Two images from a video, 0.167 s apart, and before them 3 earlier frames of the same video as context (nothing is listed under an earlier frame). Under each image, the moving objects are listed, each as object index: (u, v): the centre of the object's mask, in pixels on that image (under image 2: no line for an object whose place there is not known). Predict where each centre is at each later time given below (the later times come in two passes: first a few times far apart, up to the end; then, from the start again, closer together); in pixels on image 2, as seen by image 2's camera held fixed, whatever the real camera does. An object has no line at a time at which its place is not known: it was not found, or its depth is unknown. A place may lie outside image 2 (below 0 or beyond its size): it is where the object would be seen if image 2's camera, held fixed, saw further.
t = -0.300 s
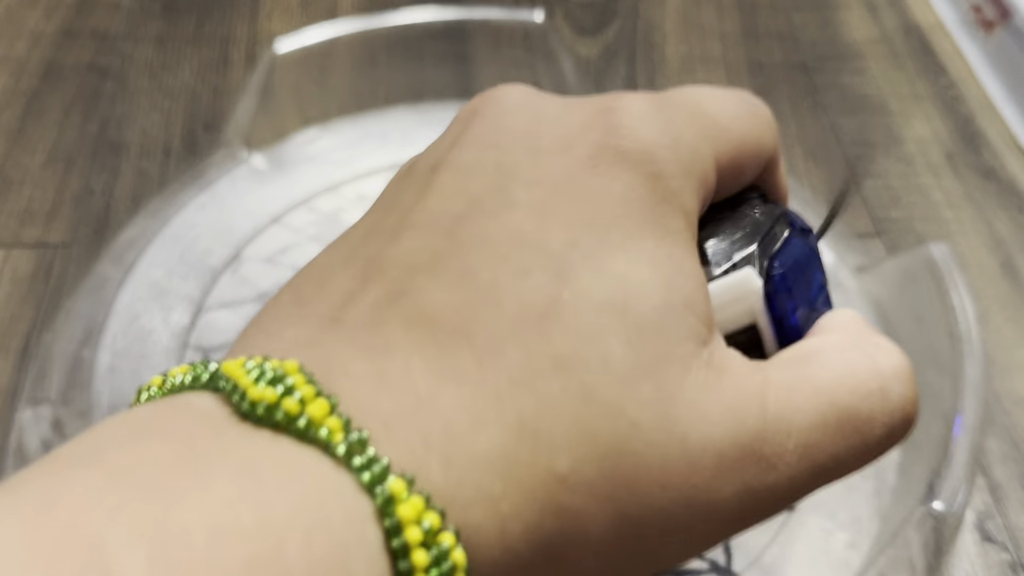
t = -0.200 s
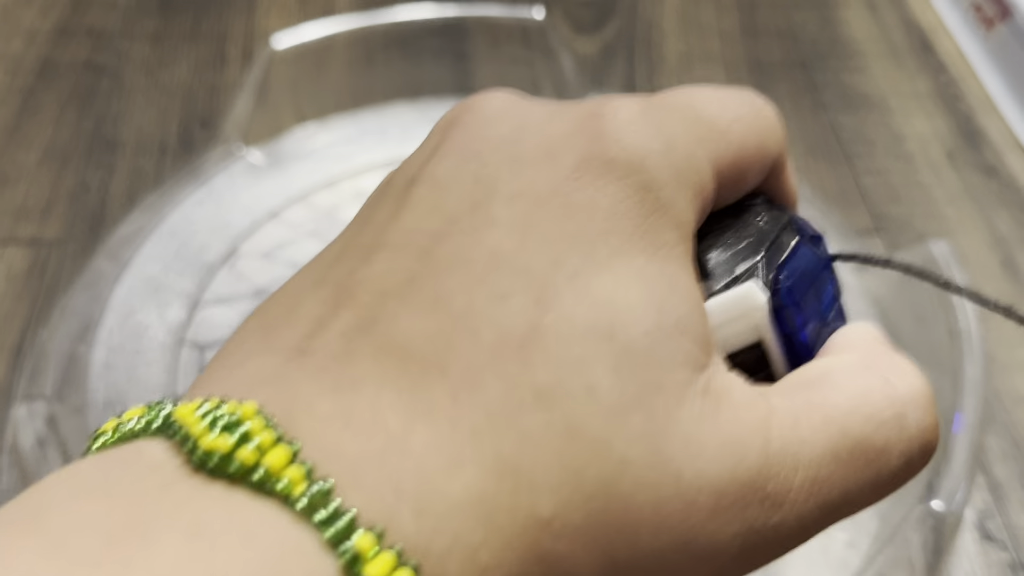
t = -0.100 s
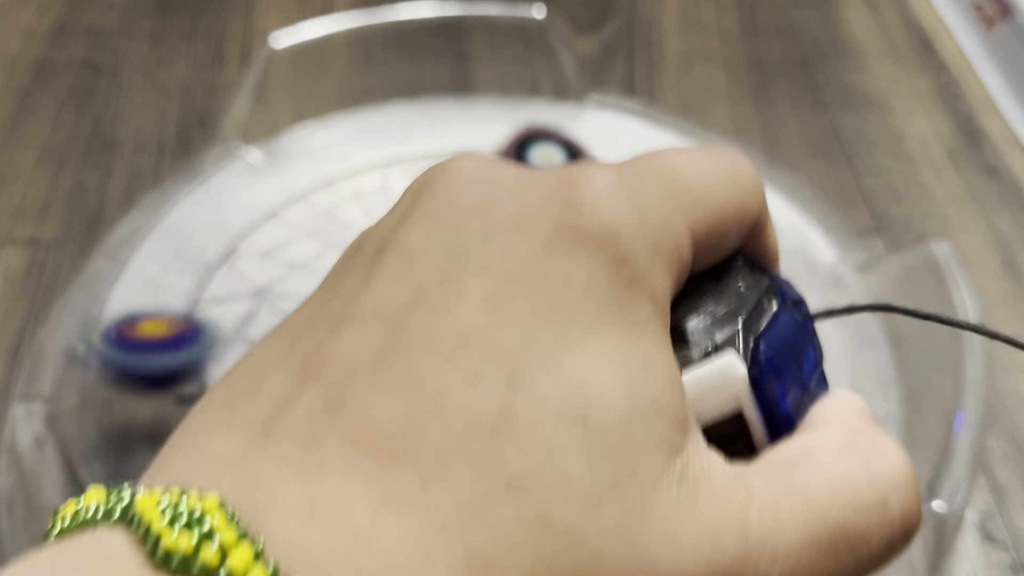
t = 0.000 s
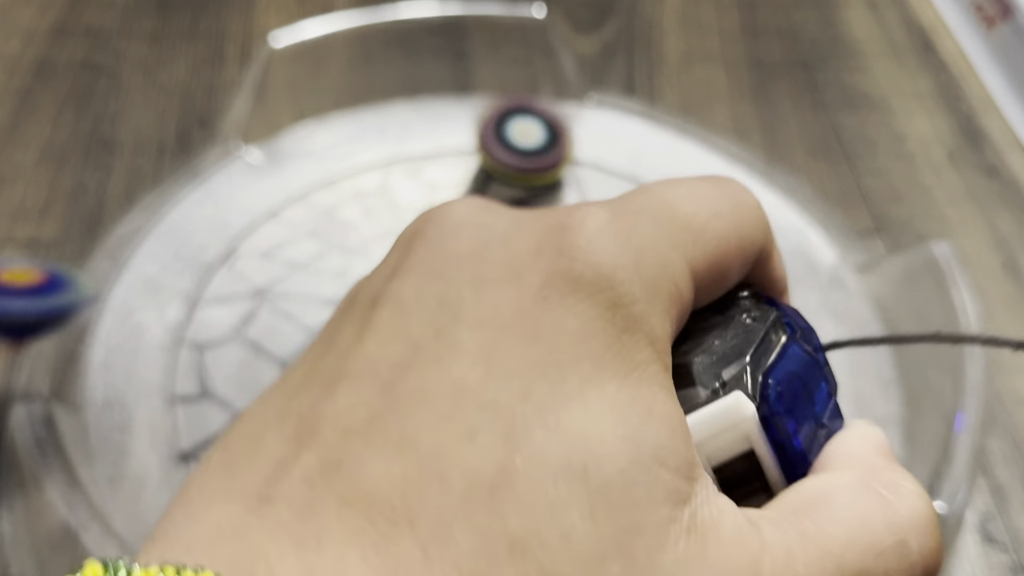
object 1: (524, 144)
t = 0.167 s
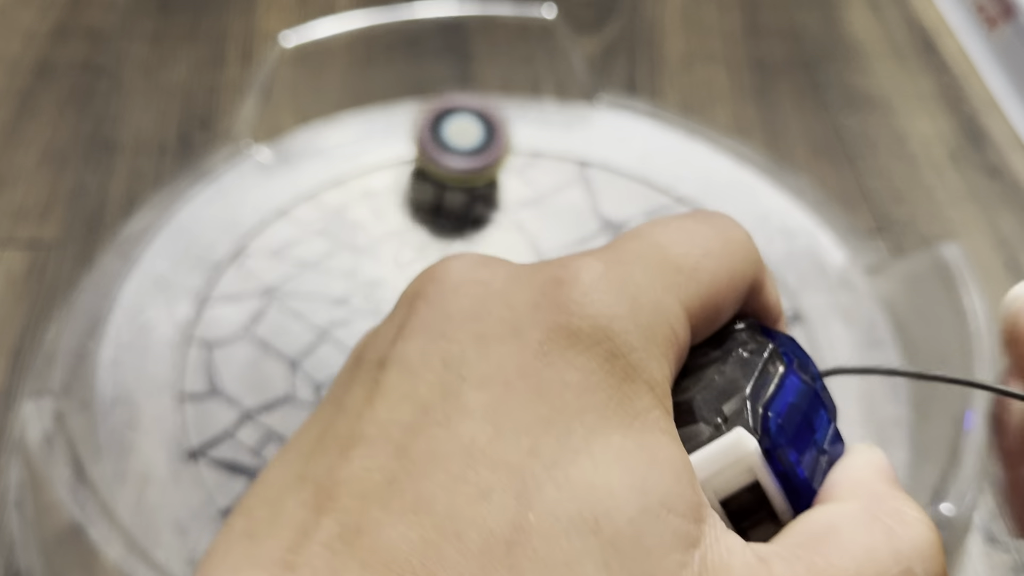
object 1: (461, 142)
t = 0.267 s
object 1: (421, 164)
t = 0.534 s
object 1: (394, 252)
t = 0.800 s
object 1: (503, 372)
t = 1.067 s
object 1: (628, 382)
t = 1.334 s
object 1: (652, 360)
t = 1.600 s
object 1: (602, 371)
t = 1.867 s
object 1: (544, 414)
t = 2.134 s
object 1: (509, 446)
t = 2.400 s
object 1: (495, 447)
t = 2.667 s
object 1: (455, 411)
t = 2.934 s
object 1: (409, 375)
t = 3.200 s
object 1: (398, 354)
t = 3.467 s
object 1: (423, 331)
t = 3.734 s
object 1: (461, 301)
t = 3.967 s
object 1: (488, 288)
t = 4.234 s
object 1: (523, 293)
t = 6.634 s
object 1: (422, 364)
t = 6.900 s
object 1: (423, 335)
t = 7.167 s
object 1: (451, 315)
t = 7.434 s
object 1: (485, 300)
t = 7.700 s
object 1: (521, 303)
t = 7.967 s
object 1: (556, 321)
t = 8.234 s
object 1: (580, 342)
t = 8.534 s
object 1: (578, 374)
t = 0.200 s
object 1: (447, 145)
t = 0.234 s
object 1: (435, 154)
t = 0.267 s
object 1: (421, 164)
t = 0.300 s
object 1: (413, 171)
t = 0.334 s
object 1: (407, 180)
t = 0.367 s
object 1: (400, 195)
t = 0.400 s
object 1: (393, 210)
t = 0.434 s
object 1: (385, 251)
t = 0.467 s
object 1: (382, 257)
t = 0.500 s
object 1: (382, 256)
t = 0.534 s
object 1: (394, 252)
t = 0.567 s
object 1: (416, 282)
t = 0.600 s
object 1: (415, 302)
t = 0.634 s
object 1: (427, 325)
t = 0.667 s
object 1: (441, 338)
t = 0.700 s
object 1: (454, 348)
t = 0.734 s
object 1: (468, 356)
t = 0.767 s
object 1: (486, 365)
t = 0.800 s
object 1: (503, 372)
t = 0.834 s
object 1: (521, 379)
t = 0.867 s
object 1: (540, 384)
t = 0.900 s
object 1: (557, 386)
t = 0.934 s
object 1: (574, 388)
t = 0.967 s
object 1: (589, 389)
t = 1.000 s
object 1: (603, 387)
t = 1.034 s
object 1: (616, 385)
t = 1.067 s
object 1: (628, 382)
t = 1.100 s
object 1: (638, 378)
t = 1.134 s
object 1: (644, 374)
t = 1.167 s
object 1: (649, 370)
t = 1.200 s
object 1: (653, 368)
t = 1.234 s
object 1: (655, 366)
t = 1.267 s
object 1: (655, 364)
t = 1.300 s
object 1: (654, 362)
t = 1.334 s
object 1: (652, 360)
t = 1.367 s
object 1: (650, 358)
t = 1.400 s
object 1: (647, 357)
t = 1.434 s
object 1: (641, 357)
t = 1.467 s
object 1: (635, 358)
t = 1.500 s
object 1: (627, 361)
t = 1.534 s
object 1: (619, 363)
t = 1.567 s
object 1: (611, 367)
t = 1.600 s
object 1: (602, 371)
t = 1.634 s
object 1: (593, 375)
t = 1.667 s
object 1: (587, 380)
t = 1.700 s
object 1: (579, 386)
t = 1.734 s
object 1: (570, 392)
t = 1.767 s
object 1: (564, 397)
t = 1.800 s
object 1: (556, 403)
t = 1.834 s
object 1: (550, 408)
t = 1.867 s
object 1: (544, 414)
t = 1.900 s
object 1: (539, 419)
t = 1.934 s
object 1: (534, 424)
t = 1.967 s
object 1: (529, 428)
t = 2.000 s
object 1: (523, 432)
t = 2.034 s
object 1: (519, 437)
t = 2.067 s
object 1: (514, 440)
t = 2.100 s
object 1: (512, 443)
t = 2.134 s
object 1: (509, 446)
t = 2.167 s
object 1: (507, 449)
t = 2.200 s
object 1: (505, 451)
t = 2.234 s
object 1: (503, 452)
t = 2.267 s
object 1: (503, 451)
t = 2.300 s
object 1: (500, 451)
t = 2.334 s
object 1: (499, 452)
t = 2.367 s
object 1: (497, 448)
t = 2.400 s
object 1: (495, 447)
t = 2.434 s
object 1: (491, 444)
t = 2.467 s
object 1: (488, 439)
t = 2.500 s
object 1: (484, 433)
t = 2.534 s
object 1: (479, 430)
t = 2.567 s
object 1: (473, 425)
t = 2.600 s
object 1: (466, 420)
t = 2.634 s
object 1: (461, 415)
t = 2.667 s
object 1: (455, 411)
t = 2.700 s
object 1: (448, 405)
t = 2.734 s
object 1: (442, 400)
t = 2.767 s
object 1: (435, 396)
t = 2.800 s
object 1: (429, 391)
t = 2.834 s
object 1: (424, 387)
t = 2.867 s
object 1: (418, 382)
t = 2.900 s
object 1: (414, 379)
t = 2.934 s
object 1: (409, 375)
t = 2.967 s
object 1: (405, 372)
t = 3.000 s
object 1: (402, 369)
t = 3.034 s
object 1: (400, 366)
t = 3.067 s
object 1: (398, 363)
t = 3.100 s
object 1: (397, 360)
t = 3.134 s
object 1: (397, 358)
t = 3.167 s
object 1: (397, 356)
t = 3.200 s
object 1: (398, 354)
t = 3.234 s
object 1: (399, 353)
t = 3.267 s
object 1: (401, 350)
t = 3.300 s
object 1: (404, 347)
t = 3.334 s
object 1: (407, 345)
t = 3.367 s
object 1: (410, 341)
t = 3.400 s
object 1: (414, 337)
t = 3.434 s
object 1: (418, 334)
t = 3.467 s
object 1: (423, 331)
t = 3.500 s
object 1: (428, 326)
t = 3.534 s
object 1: (433, 323)
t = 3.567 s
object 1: (438, 320)
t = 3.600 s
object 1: (444, 316)
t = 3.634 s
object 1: (449, 312)
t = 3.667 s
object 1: (454, 309)
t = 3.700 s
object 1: (457, 304)
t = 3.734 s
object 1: (461, 301)
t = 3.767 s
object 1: (465, 299)
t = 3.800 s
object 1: (468, 296)
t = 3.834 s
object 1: (473, 293)
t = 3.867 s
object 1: (476, 292)
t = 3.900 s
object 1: (479, 290)
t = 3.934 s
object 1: (483, 289)
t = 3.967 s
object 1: (488, 288)
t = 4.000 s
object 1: (491, 287)
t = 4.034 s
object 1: (495, 287)
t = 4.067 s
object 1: (499, 288)
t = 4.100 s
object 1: (503, 288)
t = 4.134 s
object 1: (508, 289)
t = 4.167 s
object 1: (513, 290)
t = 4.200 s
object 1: (517, 292)
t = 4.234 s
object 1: (523, 293)
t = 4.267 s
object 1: (527, 295)
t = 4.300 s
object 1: (532, 298)
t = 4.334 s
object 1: (538, 301)
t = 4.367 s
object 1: (542, 303)
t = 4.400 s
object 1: (547, 306)
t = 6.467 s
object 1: (431, 388)
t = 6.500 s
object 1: (428, 384)
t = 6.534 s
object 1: (427, 379)
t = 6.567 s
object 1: (425, 374)
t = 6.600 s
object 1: (424, 369)
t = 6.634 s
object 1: (422, 364)
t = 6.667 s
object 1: (422, 361)
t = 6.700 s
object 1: (421, 357)
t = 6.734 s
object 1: (420, 353)
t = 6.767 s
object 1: (420, 349)
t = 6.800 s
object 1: (420, 346)
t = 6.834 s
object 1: (421, 342)
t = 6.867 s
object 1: (421, 339)
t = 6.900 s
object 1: (423, 335)
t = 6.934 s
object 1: (425, 333)
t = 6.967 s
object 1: (428, 329)
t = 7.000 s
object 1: (430, 327)
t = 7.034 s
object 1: (434, 324)
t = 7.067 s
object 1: (438, 322)
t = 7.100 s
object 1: (442, 319)
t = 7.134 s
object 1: (447, 318)
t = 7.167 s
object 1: (451, 315)
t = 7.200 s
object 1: (456, 314)
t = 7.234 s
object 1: (461, 311)
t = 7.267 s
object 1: (465, 310)
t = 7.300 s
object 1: (470, 307)
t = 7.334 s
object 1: (473, 305)
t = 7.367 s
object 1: (477, 303)
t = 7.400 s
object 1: (481, 302)
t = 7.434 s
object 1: (485, 300)
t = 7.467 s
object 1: (489, 300)
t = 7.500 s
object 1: (494, 300)
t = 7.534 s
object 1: (498, 300)
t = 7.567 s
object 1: (504, 300)
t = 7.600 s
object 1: (508, 300)
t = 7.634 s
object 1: (512, 301)
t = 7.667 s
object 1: (516, 301)
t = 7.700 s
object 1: (521, 303)
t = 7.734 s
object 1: (525, 304)
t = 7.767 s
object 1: (530, 306)
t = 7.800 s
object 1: (534, 308)
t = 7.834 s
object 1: (539, 311)
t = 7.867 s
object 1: (543, 313)
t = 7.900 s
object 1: (547, 316)
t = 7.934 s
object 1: (552, 318)
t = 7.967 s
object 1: (556, 321)
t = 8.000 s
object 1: (561, 323)
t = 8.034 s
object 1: (564, 325)
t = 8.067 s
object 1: (568, 329)
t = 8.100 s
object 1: (571, 331)
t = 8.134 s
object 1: (574, 334)
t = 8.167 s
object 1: (576, 336)
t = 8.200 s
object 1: (579, 339)
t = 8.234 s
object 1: (580, 342)
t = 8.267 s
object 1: (582, 345)
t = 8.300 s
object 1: (583, 348)
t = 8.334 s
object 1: (584, 351)
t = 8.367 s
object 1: (584, 355)
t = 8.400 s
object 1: (584, 357)
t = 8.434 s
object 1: (583, 361)
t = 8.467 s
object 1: (581, 366)
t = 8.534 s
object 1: (578, 374)
